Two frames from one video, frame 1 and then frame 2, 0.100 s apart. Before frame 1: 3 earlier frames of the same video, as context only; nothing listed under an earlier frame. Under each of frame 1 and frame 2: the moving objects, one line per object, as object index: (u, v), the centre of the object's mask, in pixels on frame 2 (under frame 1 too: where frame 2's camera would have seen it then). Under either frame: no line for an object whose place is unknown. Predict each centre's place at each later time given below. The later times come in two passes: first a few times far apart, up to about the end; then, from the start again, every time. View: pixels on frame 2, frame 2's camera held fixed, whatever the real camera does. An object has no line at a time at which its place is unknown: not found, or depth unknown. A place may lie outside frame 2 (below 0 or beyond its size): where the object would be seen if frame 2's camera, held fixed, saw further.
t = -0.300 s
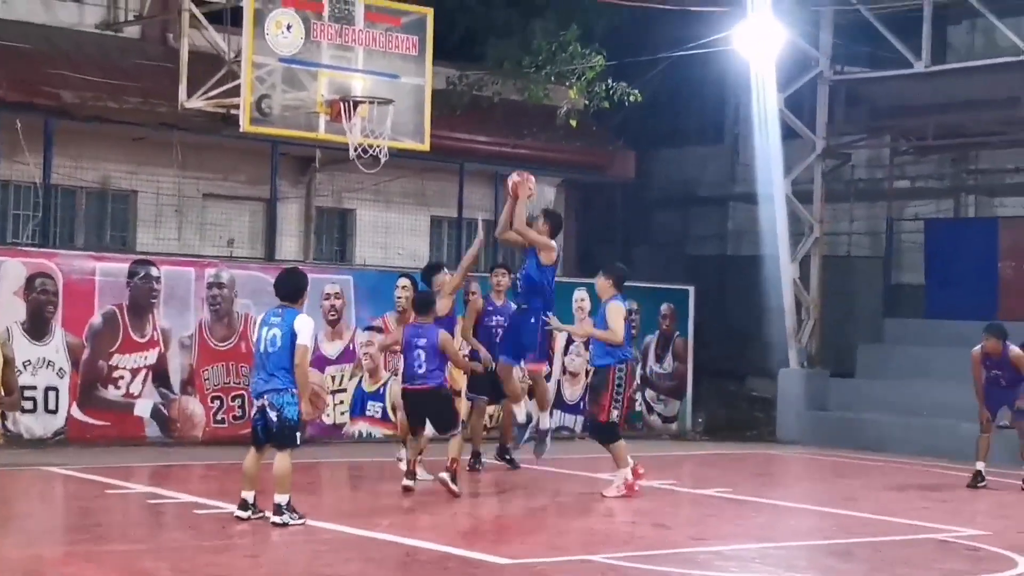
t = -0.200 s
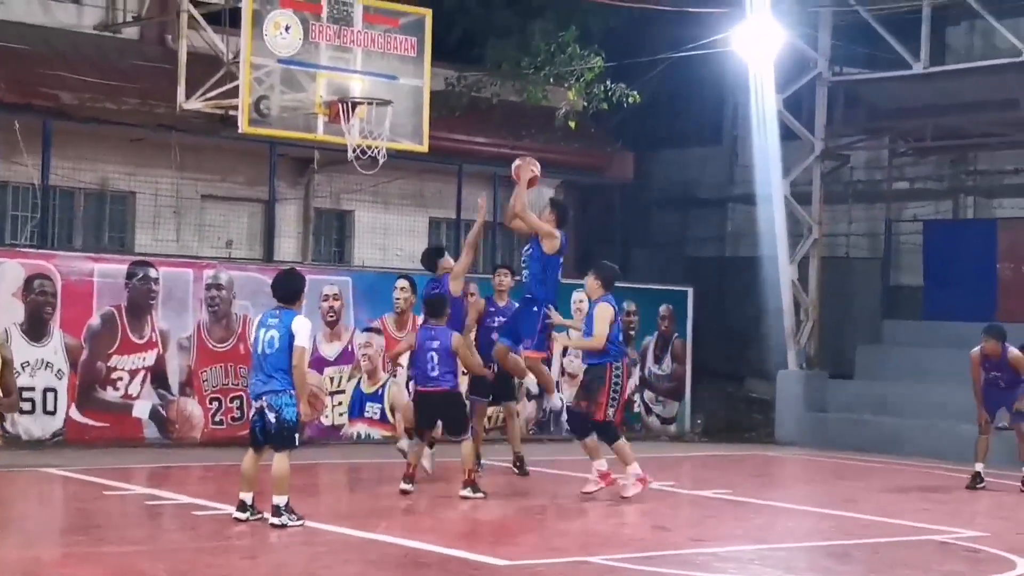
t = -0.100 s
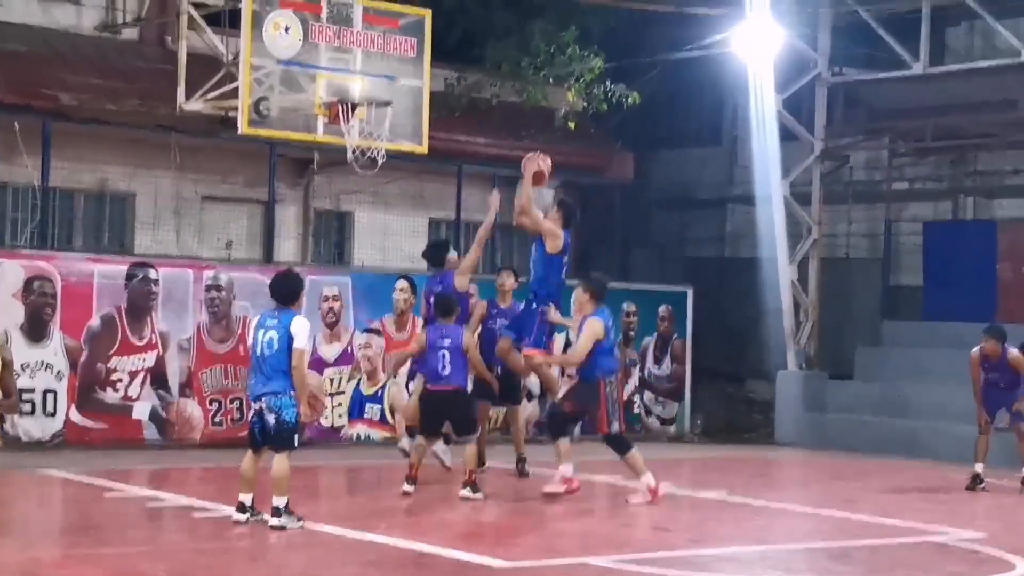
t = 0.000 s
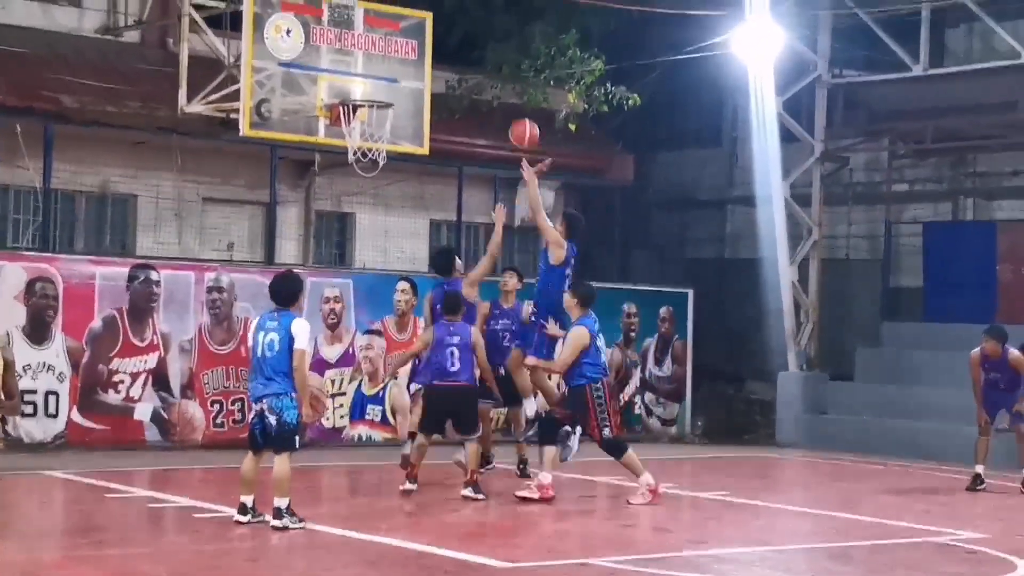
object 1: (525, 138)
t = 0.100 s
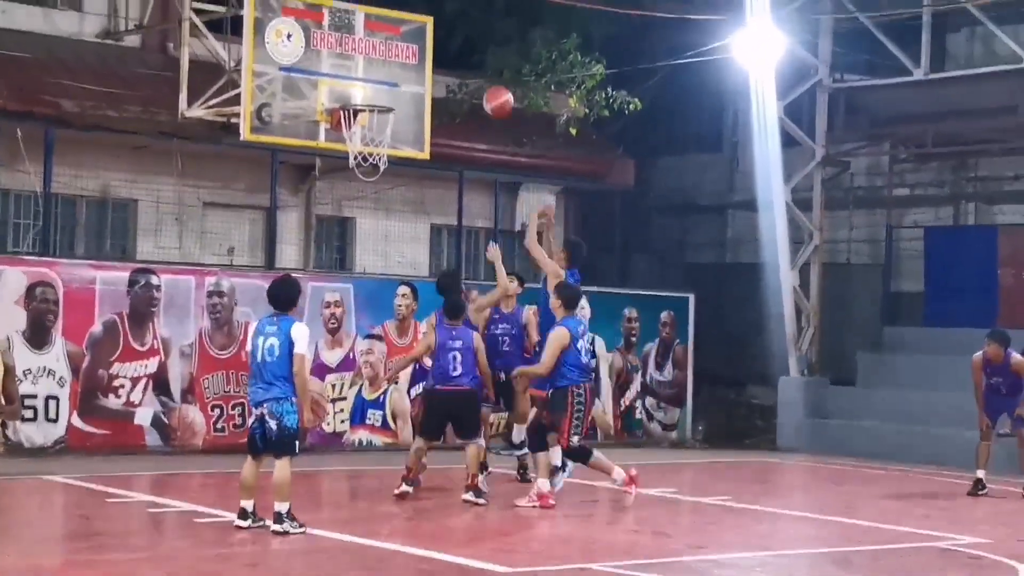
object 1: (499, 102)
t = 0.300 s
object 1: (445, 66)
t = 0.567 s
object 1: (374, 89)
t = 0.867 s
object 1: (395, 191)
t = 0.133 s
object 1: (490, 93)
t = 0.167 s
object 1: (480, 85)
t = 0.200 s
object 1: (471, 79)
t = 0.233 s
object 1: (462, 73)
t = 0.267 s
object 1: (453, 68)
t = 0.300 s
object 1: (445, 66)
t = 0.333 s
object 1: (435, 64)
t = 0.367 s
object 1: (426, 65)
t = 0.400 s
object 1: (416, 66)
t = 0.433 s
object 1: (407, 69)
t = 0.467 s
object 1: (398, 73)
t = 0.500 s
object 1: (393, 76)
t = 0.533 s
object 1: (383, 81)
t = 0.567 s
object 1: (374, 89)
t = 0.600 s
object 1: (364, 97)
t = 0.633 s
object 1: (357, 105)
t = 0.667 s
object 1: (363, 119)
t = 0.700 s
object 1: (367, 127)
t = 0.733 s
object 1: (374, 141)
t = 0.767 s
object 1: (379, 155)
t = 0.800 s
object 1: (385, 164)
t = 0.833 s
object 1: (390, 177)
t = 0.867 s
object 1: (395, 191)
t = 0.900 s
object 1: (400, 207)
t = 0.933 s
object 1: (405, 224)
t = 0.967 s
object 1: (409, 243)
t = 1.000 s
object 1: (412, 262)
